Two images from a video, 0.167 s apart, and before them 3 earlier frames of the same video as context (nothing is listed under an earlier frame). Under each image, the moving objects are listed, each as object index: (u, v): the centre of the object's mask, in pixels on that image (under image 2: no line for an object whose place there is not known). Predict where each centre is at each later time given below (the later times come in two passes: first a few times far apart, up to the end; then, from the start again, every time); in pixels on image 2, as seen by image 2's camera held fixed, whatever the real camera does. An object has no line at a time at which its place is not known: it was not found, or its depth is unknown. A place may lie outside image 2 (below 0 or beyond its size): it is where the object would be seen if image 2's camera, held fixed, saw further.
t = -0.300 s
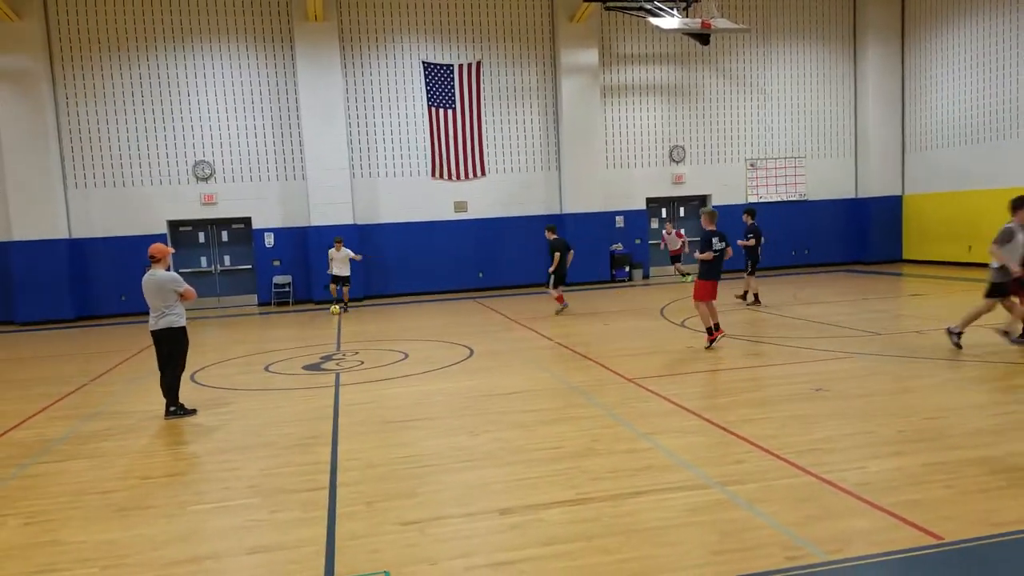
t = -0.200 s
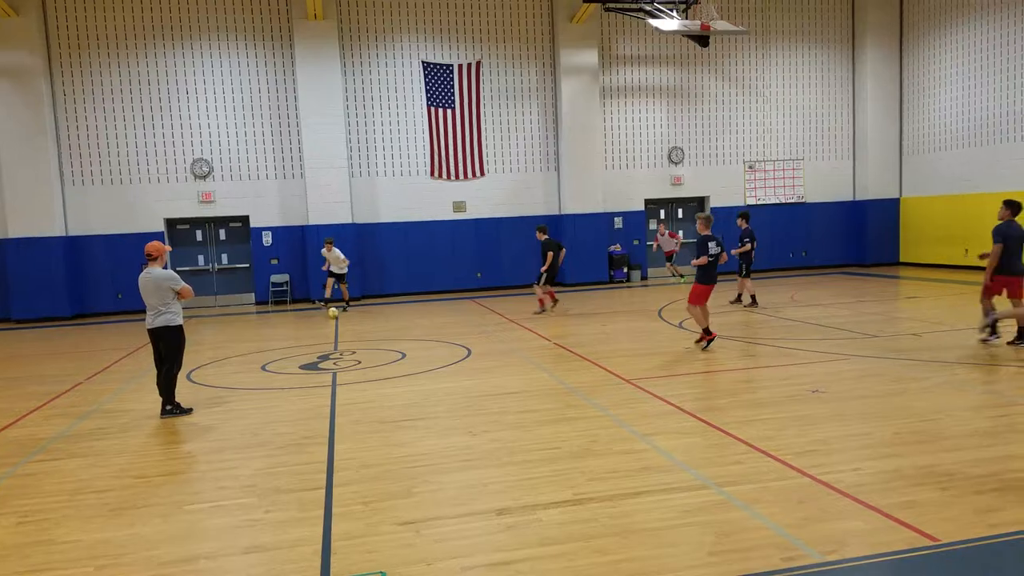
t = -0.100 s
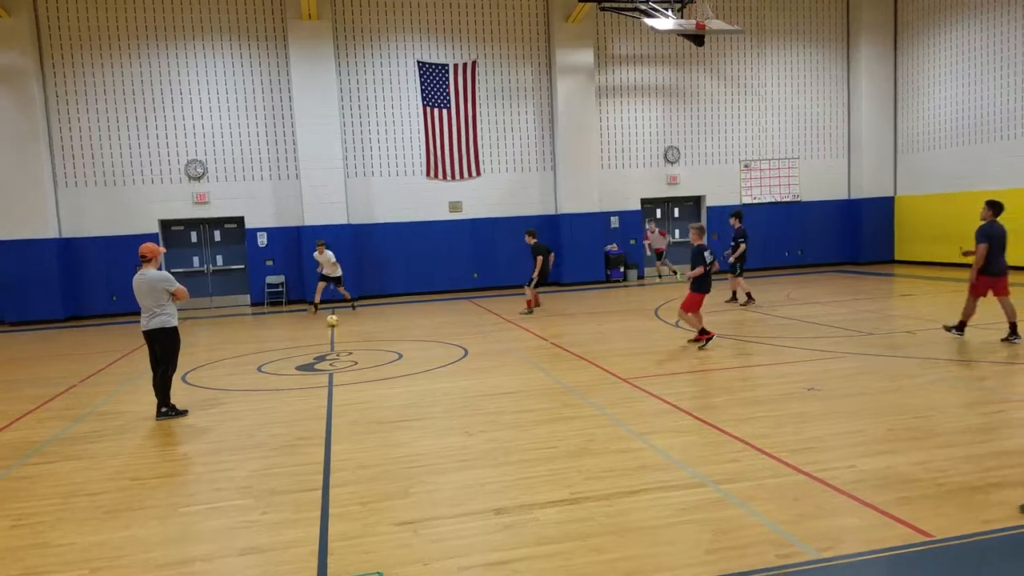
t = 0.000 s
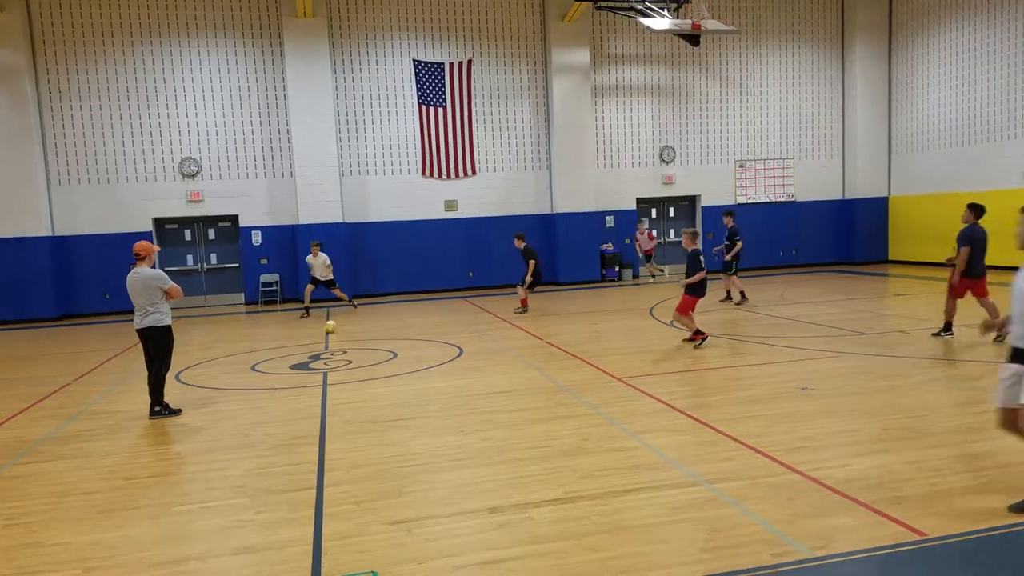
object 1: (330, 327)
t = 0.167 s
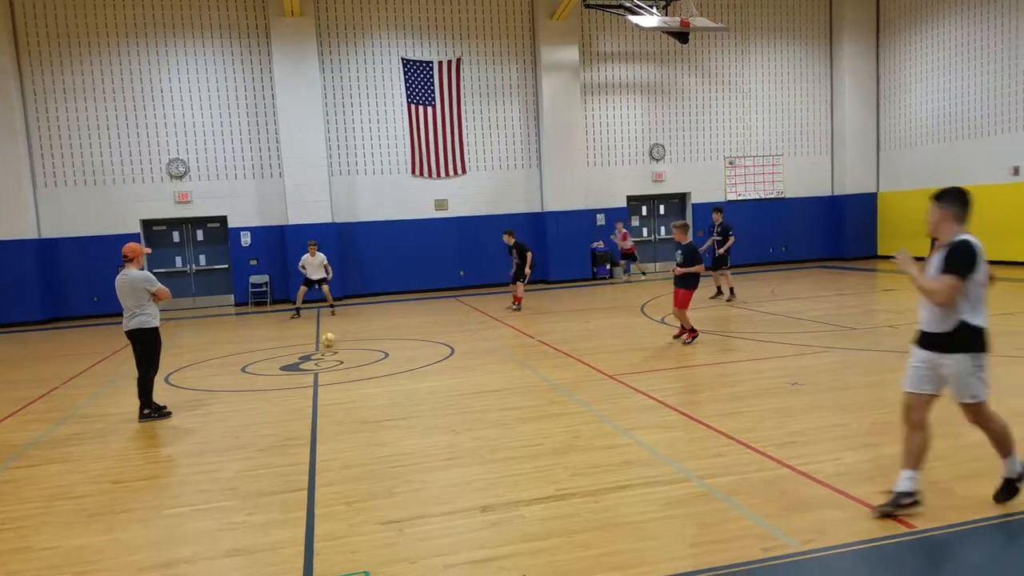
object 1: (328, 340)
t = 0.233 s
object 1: (332, 346)
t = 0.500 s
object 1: (351, 373)
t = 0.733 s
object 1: (376, 408)
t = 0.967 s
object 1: (414, 454)
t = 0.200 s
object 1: (330, 344)
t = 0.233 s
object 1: (332, 346)
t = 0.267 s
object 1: (334, 349)
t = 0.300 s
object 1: (336, 353)
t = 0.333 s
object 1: (338, 355)
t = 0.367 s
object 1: (340, 359)
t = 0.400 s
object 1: (343, 362)
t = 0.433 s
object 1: (346, 366)
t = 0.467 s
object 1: (348, 370)
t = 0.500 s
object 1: (351, 373)
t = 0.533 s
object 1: (354, 378)
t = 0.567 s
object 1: (357, 382)
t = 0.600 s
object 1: (361, 387)
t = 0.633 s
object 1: (364, 392)
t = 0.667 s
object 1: (368, 397)
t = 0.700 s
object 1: (372, 402)
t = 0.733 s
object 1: (376, 408)
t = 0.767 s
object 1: (380, 413)
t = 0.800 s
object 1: (386, 418)
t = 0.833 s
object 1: (390, 426)
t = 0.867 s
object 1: (395, 431)
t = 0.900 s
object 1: (401, 439)
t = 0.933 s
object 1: (407, 445)
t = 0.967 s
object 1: (414, 454)
